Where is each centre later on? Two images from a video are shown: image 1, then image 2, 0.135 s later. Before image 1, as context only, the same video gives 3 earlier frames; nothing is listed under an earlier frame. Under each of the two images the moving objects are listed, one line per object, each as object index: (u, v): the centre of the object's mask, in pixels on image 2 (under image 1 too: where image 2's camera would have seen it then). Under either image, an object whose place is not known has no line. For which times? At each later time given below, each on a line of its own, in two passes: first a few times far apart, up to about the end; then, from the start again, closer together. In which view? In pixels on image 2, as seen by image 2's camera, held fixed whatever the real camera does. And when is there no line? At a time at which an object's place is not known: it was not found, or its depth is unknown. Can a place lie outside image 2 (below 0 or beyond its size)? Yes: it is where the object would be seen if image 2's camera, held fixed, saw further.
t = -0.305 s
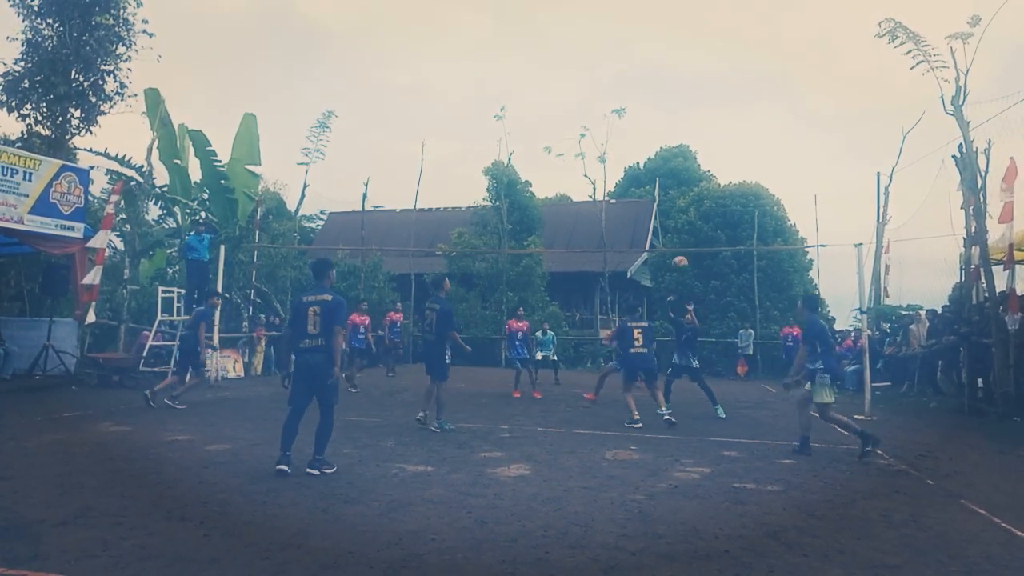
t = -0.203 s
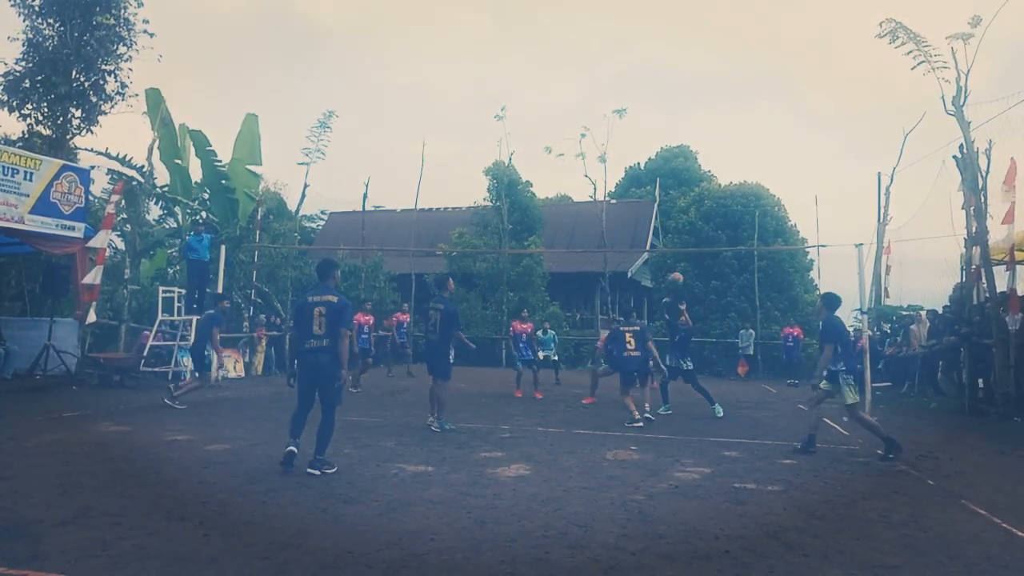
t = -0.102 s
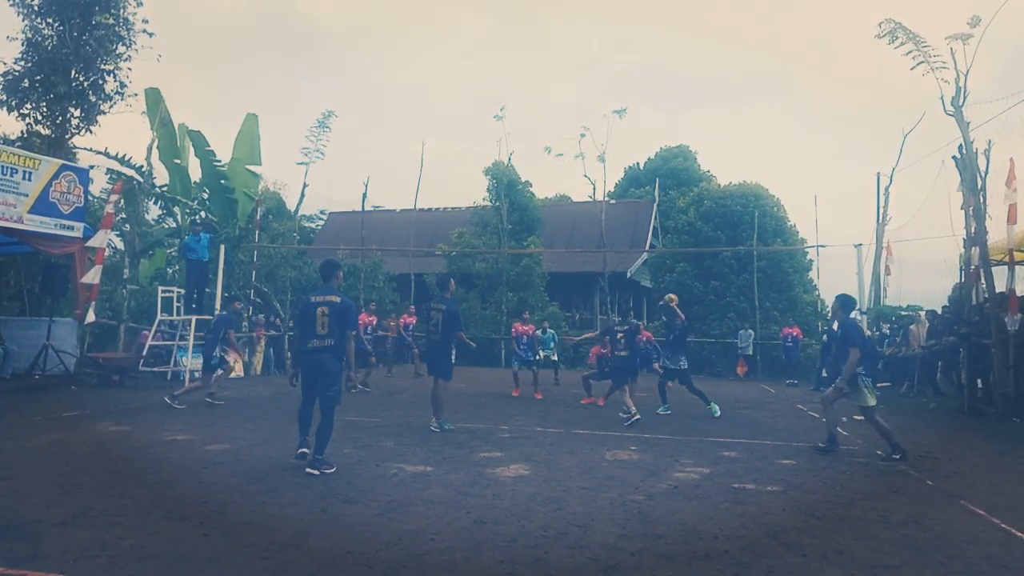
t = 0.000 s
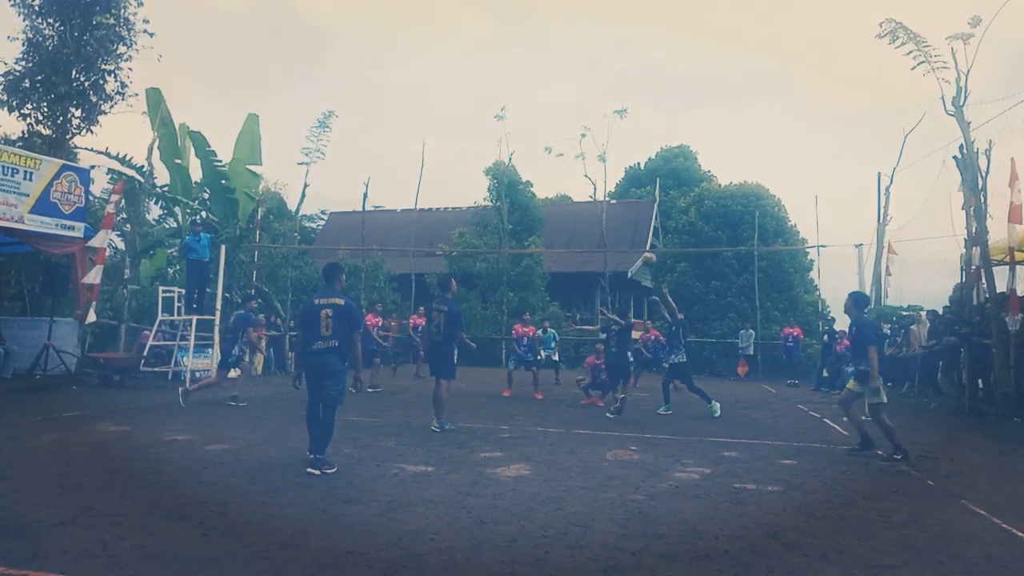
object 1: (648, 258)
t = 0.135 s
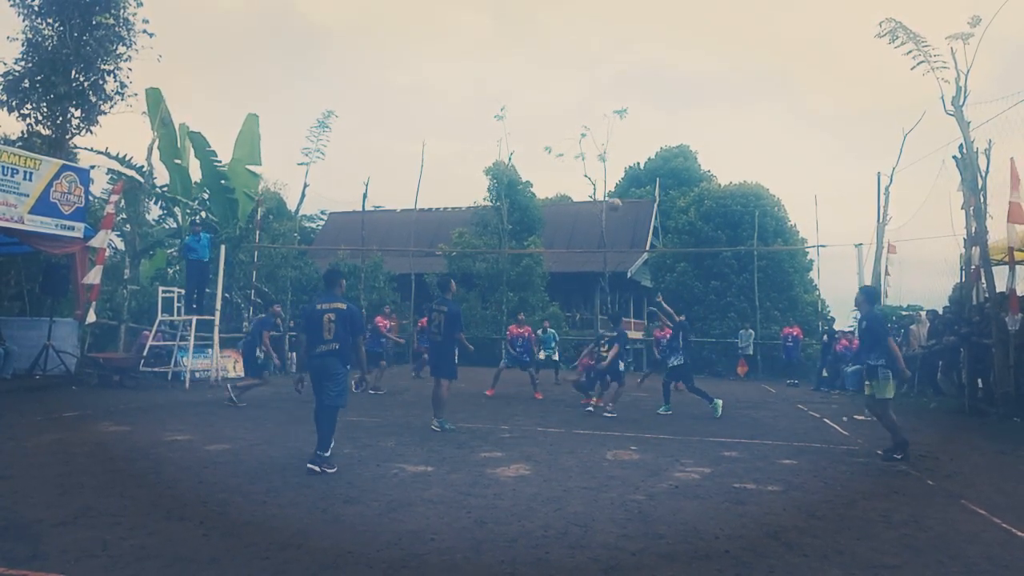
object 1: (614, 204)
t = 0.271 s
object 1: (580, 163)
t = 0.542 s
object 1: (517, 121)
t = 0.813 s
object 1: (456, 125)
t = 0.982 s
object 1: (419, 150)
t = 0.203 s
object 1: (597, 183)
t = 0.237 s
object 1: (589, 173)
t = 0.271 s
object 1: (580, 163)
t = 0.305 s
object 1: (572, 156)
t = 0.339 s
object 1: (564, 148)
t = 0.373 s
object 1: (556, 142)
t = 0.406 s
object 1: (548, 135)
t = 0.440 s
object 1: (540, 131)
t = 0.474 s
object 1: (532, 127)
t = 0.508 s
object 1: (525, 124)
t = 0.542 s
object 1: (517, 121)
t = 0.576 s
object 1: (509, 119)
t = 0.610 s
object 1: (501, 118)
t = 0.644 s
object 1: (494, 117)
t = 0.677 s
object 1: (486, 117)
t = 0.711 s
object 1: (478, 119)
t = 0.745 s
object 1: (471, 120)
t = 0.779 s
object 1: (463, 122)
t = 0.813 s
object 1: (456, 125)
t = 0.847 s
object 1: (448, 129)
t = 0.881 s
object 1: (441, 133)
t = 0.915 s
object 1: (434, 138)
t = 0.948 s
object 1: (426, 144)
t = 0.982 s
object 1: (419, 150)
